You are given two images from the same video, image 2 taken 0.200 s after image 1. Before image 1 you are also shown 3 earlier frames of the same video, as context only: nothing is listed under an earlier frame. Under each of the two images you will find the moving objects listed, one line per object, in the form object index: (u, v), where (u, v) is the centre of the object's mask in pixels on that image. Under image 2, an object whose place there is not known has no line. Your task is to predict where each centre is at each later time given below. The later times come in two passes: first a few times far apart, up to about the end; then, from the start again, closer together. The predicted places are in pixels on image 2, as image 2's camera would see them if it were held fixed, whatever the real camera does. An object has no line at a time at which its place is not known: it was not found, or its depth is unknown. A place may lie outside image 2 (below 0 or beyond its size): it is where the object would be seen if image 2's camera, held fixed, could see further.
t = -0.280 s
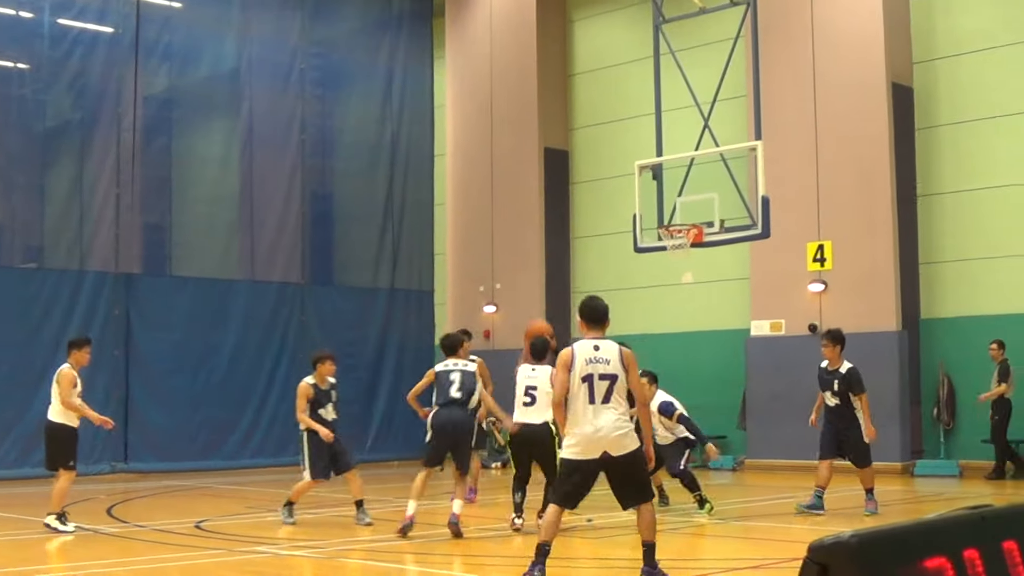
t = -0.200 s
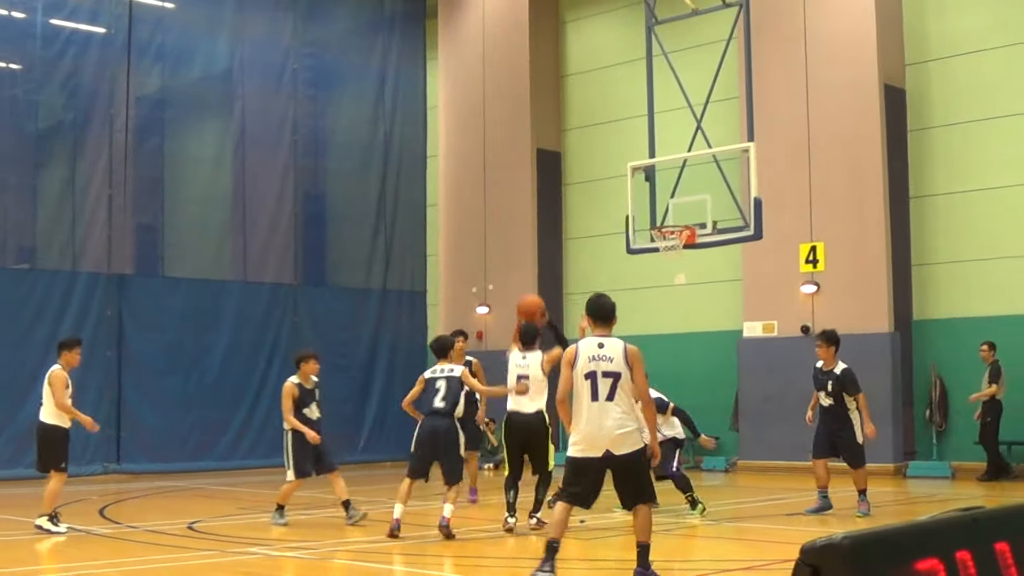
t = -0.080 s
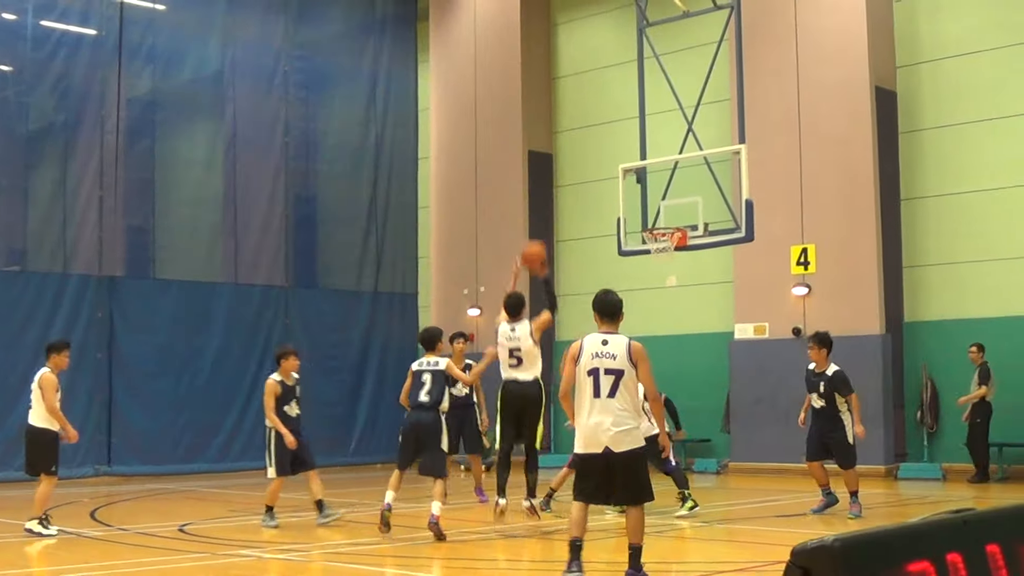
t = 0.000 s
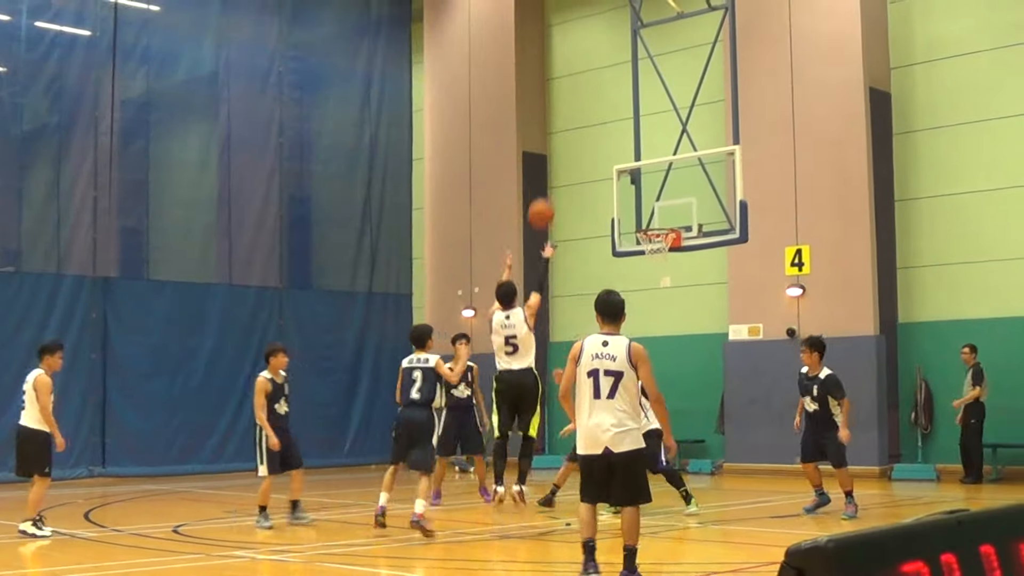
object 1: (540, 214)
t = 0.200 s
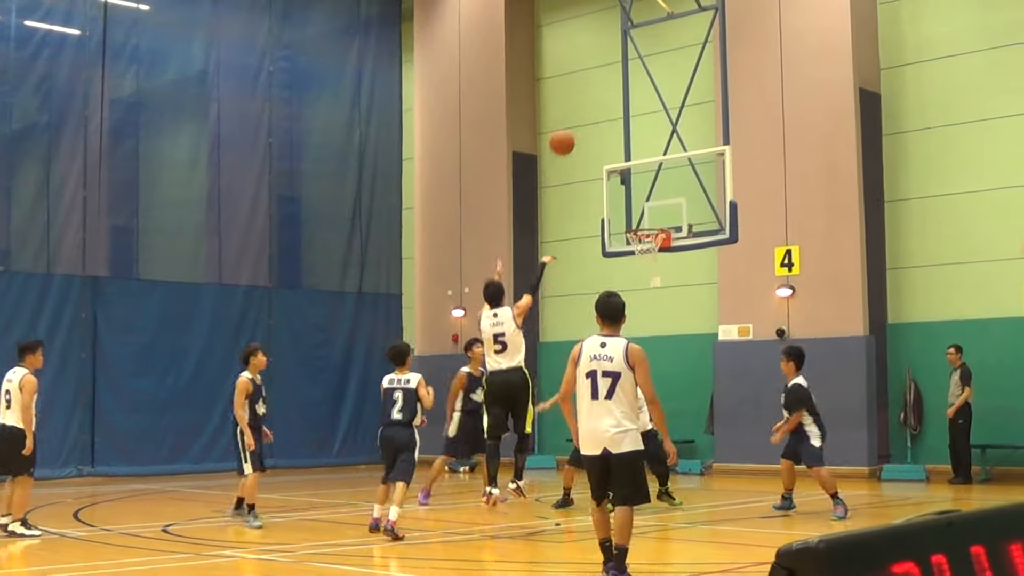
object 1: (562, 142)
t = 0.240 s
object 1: (569, 134)
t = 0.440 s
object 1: (597, 117)
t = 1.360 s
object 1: (743, 185)
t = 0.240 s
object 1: (569, 134)
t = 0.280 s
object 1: (575, 128)
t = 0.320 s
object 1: (581, 122)
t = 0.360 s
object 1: (586, 119)
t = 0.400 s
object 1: (592, 117)
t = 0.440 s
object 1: (597, 117)
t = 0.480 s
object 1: (602, 118)
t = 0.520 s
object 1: (607, 121)
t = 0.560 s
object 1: (612, 125)
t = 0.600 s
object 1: (618, 131)
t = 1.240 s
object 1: (717, 179)
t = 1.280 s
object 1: (726, 179)
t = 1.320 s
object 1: (735, 181)
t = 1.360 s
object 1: (743, 185)
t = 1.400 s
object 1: (751, 191)
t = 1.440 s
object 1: (760, 197)
